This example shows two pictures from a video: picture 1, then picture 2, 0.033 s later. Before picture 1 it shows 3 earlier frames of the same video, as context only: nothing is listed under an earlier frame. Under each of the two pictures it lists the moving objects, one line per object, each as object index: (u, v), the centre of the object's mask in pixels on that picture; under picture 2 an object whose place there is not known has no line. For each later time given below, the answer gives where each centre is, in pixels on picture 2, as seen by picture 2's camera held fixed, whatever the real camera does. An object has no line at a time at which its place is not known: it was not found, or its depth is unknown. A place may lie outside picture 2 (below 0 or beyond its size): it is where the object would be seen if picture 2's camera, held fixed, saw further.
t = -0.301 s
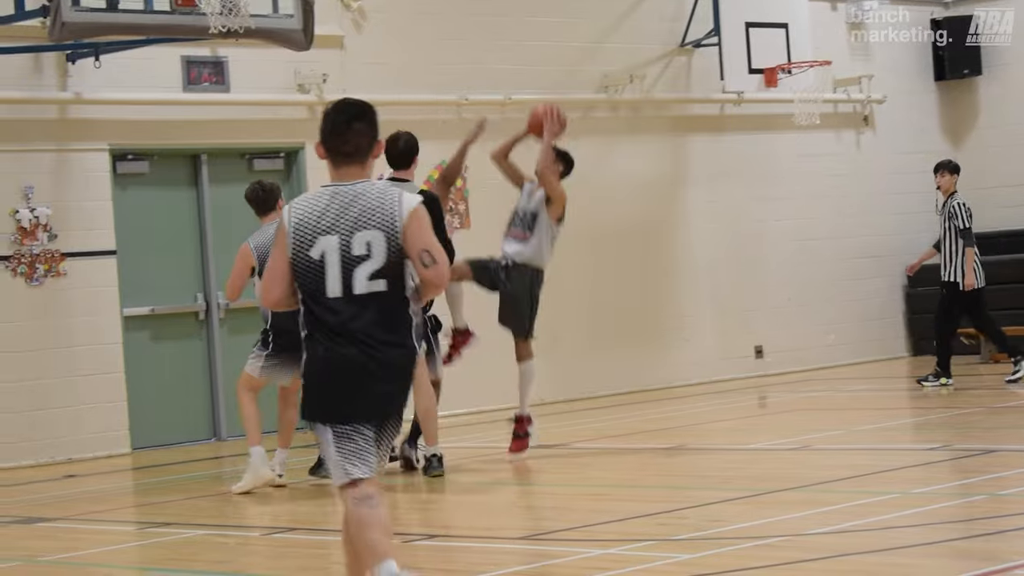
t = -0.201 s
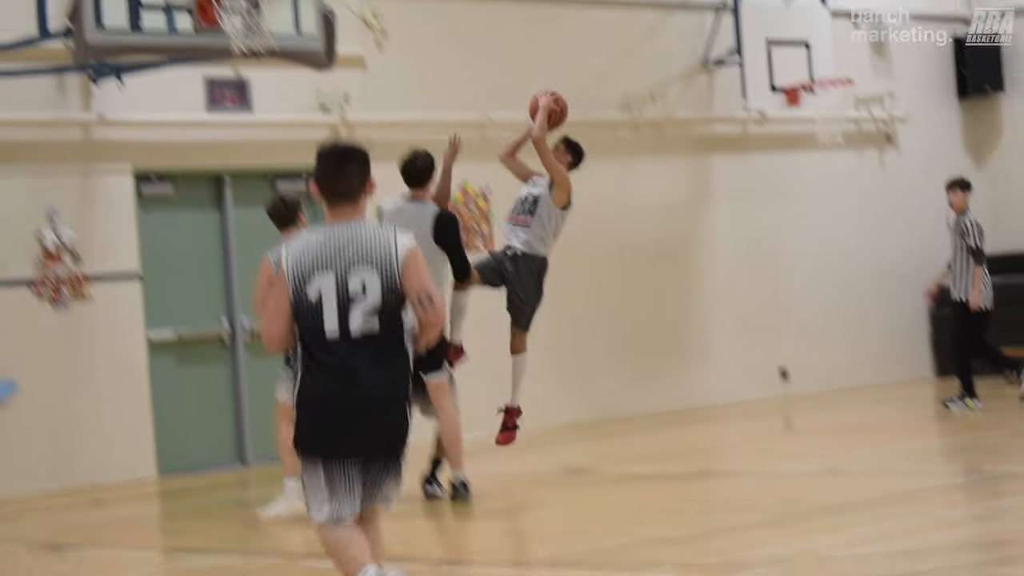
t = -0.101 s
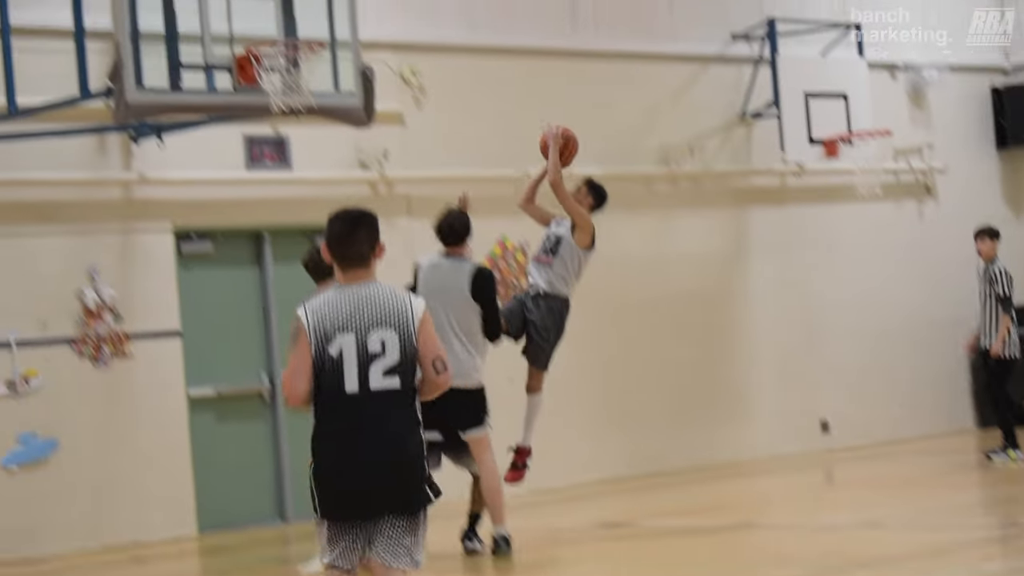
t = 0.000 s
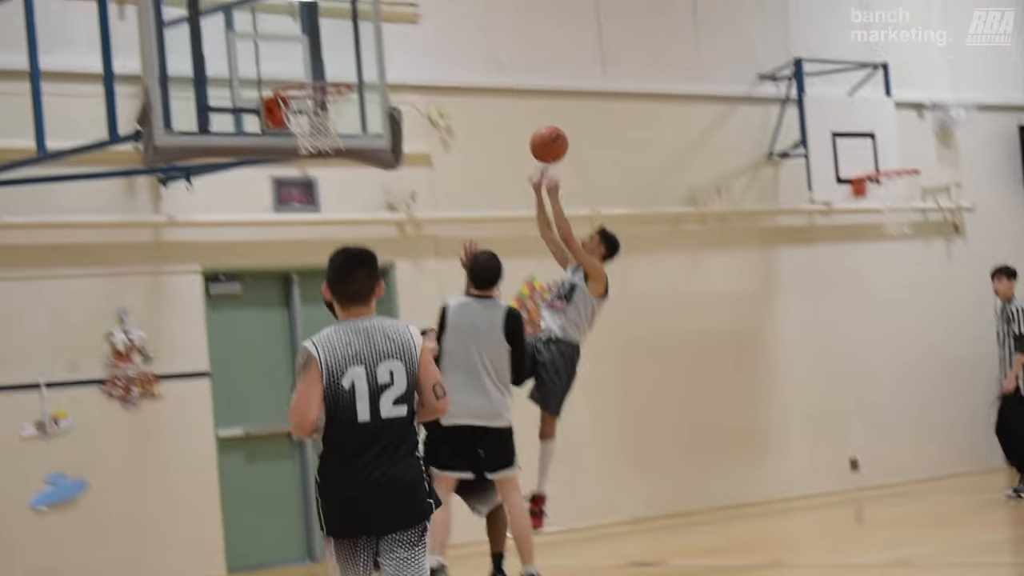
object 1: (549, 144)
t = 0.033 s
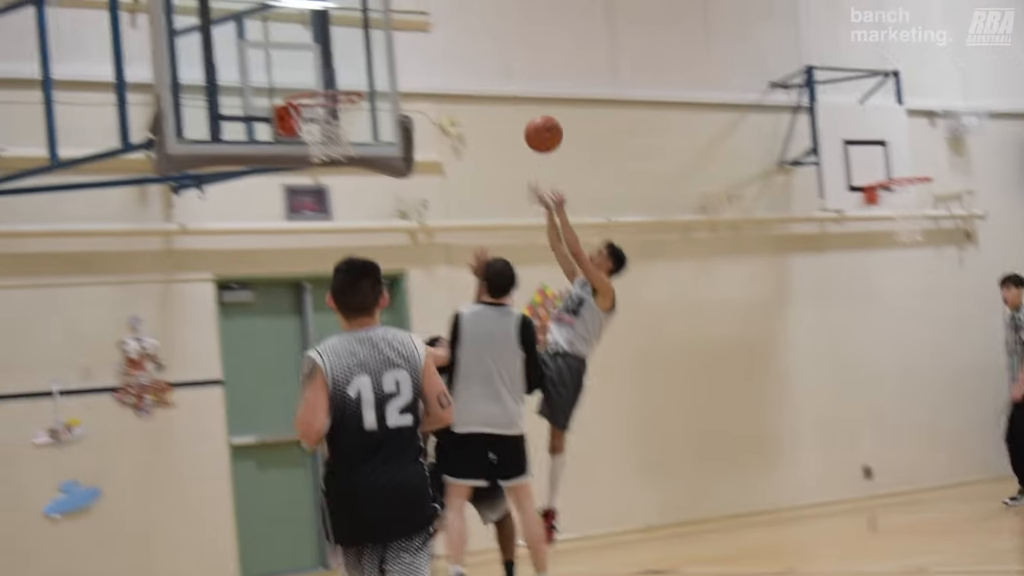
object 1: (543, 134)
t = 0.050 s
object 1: (534, 125)
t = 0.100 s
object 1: (505, 101)
